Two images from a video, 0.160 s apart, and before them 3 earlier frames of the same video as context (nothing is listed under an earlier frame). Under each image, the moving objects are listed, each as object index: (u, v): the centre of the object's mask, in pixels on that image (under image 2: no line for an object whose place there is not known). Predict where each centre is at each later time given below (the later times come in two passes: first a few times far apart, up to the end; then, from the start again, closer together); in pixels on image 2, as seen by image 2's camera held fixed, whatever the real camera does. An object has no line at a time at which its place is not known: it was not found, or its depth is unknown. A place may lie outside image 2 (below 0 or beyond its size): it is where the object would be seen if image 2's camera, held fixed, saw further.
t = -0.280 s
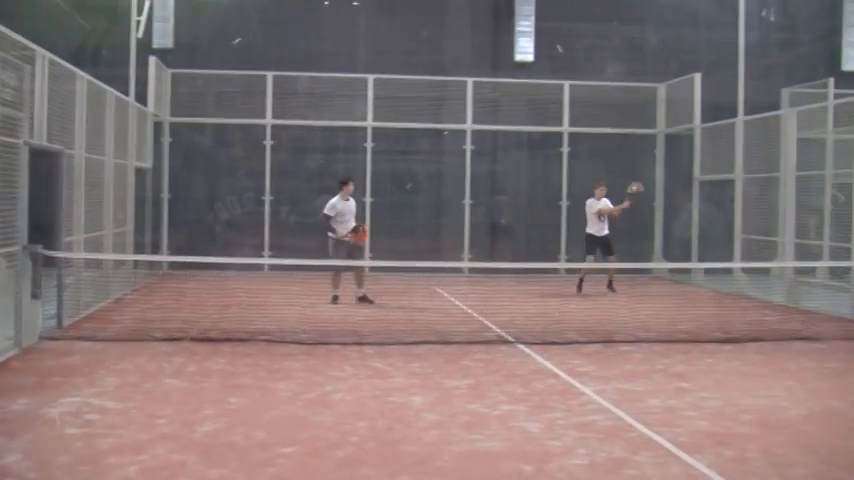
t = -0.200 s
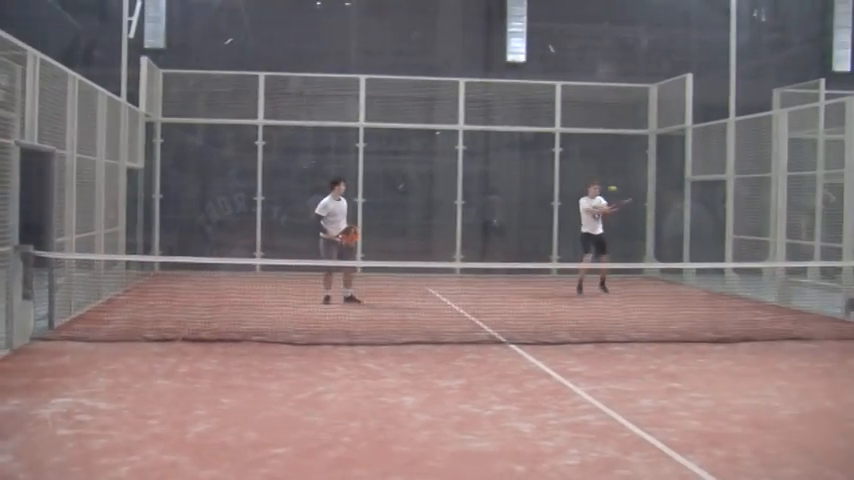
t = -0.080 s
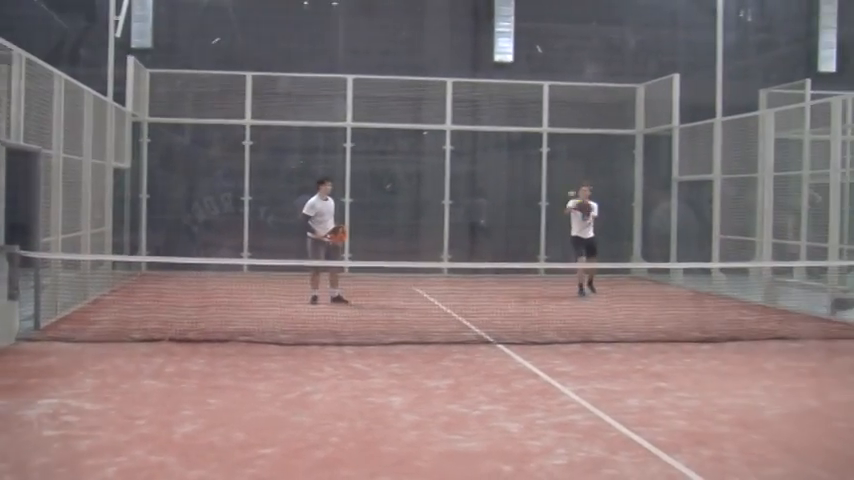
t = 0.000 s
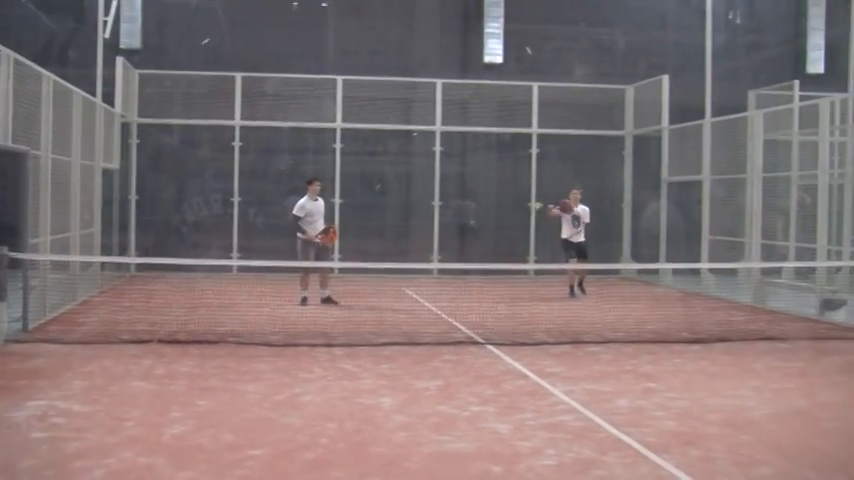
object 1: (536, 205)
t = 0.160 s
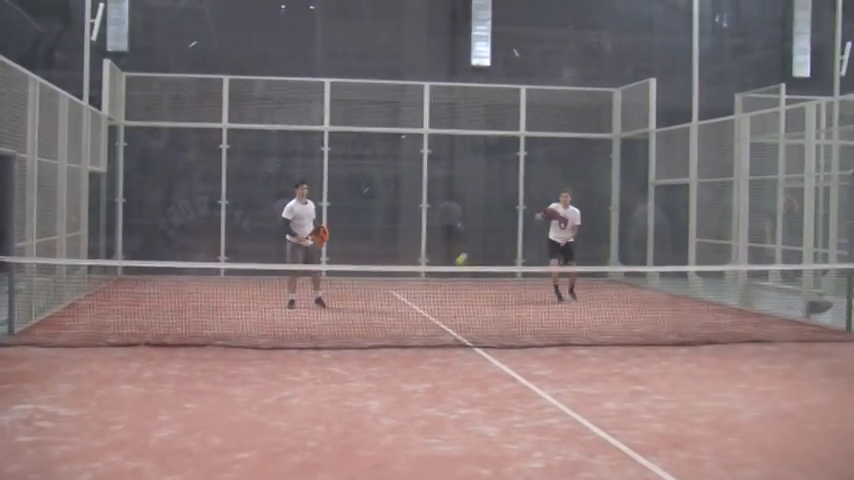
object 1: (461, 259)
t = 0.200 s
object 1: (440, 279)
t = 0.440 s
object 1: (281, 405)
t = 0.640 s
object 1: (147, 348)
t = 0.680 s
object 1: (111, 343)
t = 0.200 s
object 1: (440, 279)
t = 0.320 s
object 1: (362, 366)
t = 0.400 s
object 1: (301, 421)
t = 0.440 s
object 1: (281, 405)
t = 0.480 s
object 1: (260, 390)
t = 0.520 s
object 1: (235, 375)
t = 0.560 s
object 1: (208, 363)
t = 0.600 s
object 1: (179, 354)
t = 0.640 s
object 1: (147, 348)
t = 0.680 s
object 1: (111, 343)
